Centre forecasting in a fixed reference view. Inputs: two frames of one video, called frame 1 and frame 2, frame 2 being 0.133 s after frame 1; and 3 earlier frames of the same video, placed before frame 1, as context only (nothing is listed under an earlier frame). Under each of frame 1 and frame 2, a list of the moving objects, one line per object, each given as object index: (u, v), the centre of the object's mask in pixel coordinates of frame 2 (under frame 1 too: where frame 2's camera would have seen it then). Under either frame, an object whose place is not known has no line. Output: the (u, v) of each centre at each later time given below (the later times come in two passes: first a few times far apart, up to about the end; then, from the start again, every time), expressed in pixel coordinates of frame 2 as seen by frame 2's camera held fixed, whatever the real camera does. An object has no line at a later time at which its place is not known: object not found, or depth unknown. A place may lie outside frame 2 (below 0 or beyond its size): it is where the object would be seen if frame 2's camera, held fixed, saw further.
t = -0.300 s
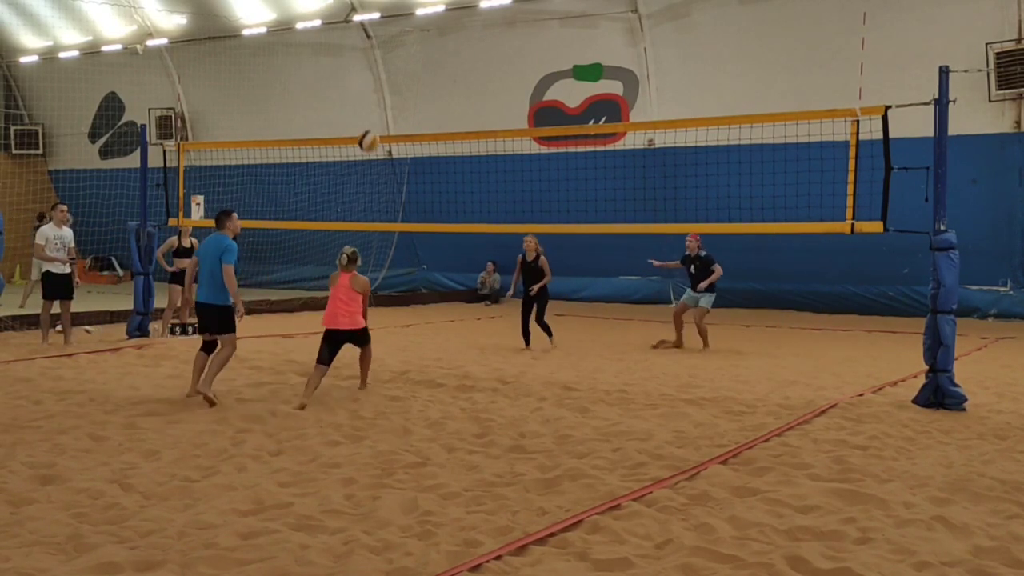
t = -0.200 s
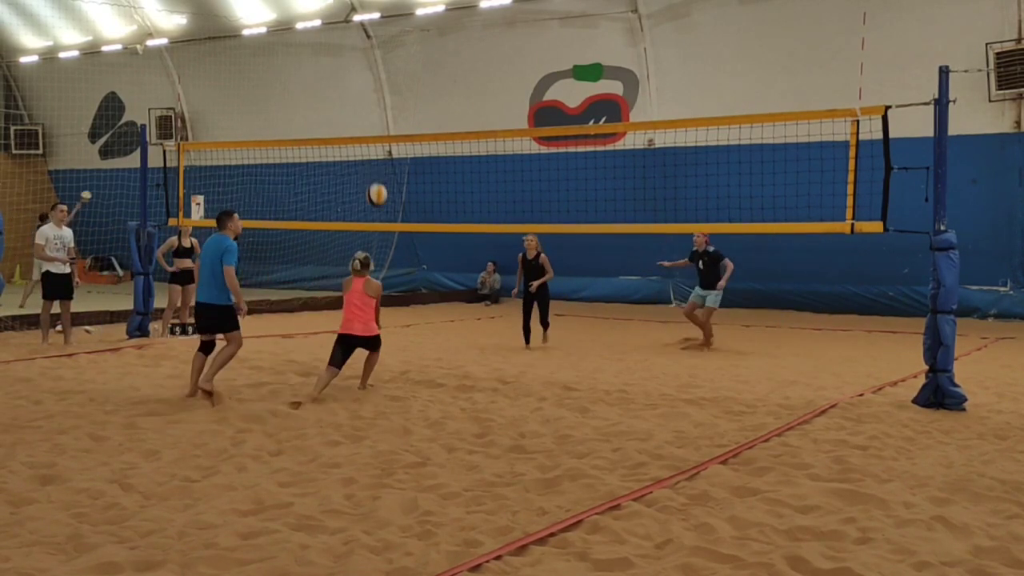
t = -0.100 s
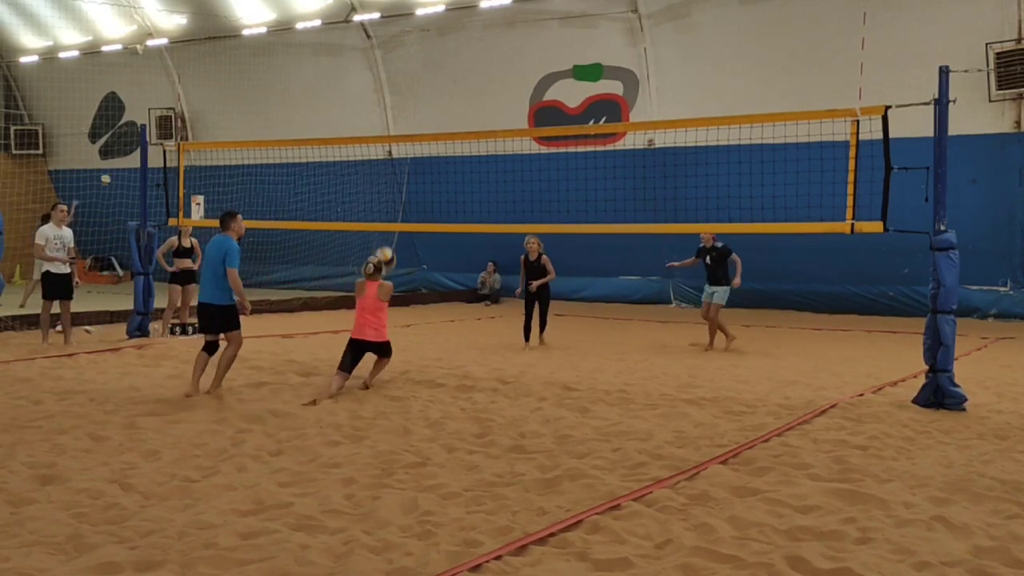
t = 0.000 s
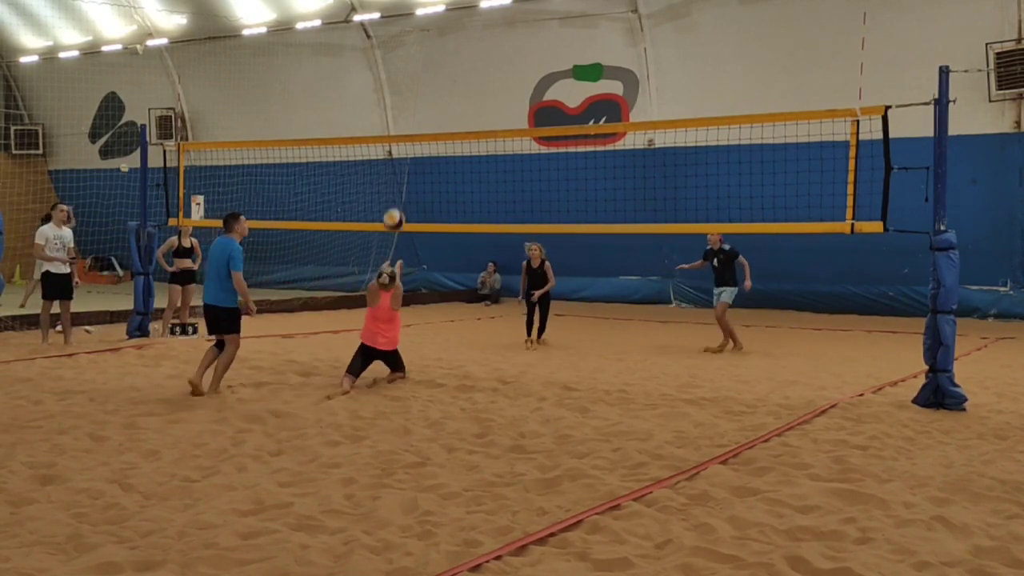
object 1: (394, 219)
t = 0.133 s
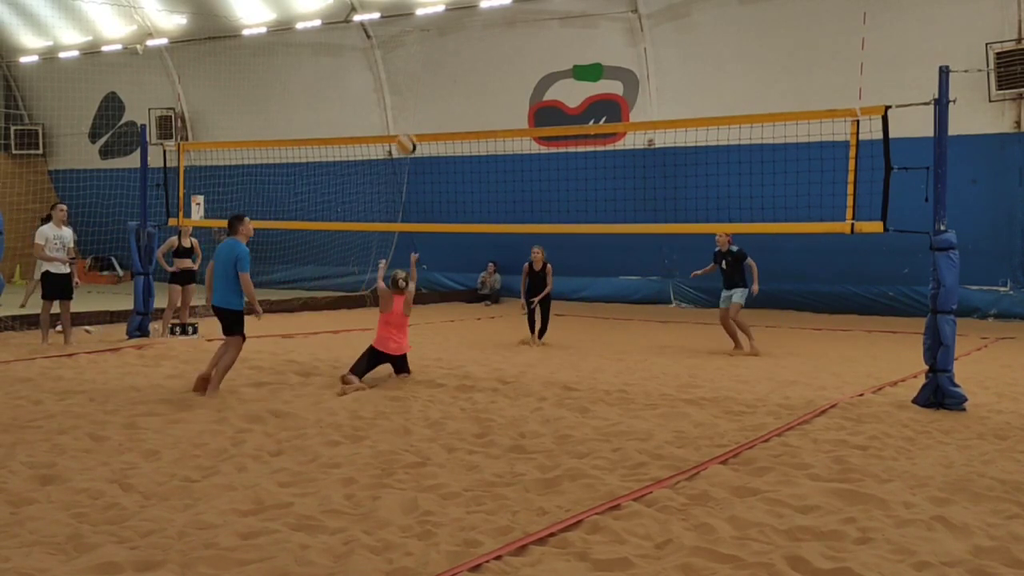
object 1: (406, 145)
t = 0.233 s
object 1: (415, 98)
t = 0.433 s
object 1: (430, 39)
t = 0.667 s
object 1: (446, 23)
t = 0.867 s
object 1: (459, 52)
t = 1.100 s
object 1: (474, 138)
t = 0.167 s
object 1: (409, 128)
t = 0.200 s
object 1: (412, 113)
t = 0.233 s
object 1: (415, 98)
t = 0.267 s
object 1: (417, 86)
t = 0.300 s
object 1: (420, 74)
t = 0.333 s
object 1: (422, 64)
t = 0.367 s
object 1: (425, 54)
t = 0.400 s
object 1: (427, 46)
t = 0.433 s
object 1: (430, 39)
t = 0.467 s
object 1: (432, 33)
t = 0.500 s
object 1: (434, 28)
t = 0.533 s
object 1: (437, 25)
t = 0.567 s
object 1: (439, 23)
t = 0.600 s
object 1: (442, 22)
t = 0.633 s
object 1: (443, 22)
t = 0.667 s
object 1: (446, 23)
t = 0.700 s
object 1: (448, 24)
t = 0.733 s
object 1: (451, 27)
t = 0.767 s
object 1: (453, 31)
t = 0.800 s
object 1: (455, 37)
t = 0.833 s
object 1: (457, 44)
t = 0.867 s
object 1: (459, 52)
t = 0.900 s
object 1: (461, 60)
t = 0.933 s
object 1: (463, 70)
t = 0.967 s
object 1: (466, 81)
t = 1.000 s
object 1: (468, 93)
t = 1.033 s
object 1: (470, 107)
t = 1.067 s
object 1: (472, 122)
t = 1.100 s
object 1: (474, 138)
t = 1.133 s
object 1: (476, 155)
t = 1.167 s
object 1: (478, 172)
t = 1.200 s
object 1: (481, 191)
